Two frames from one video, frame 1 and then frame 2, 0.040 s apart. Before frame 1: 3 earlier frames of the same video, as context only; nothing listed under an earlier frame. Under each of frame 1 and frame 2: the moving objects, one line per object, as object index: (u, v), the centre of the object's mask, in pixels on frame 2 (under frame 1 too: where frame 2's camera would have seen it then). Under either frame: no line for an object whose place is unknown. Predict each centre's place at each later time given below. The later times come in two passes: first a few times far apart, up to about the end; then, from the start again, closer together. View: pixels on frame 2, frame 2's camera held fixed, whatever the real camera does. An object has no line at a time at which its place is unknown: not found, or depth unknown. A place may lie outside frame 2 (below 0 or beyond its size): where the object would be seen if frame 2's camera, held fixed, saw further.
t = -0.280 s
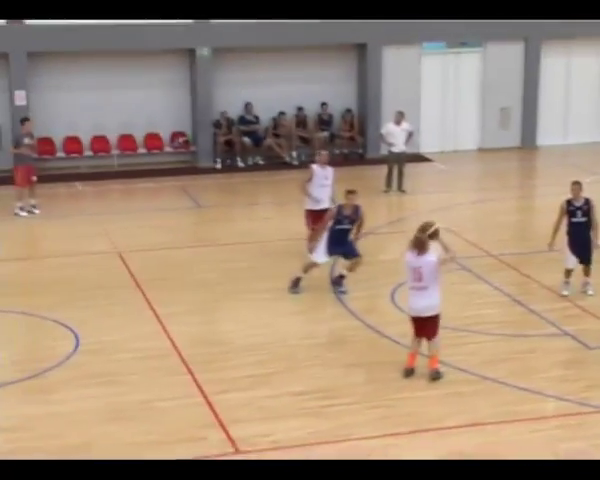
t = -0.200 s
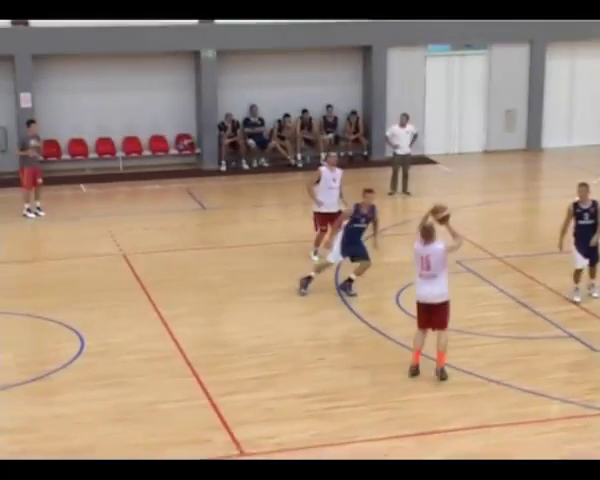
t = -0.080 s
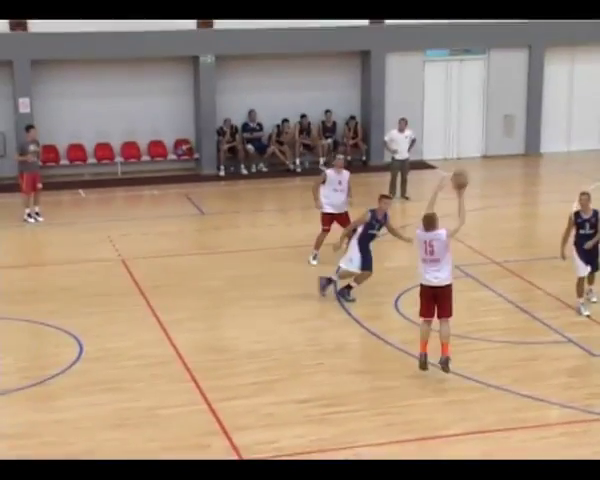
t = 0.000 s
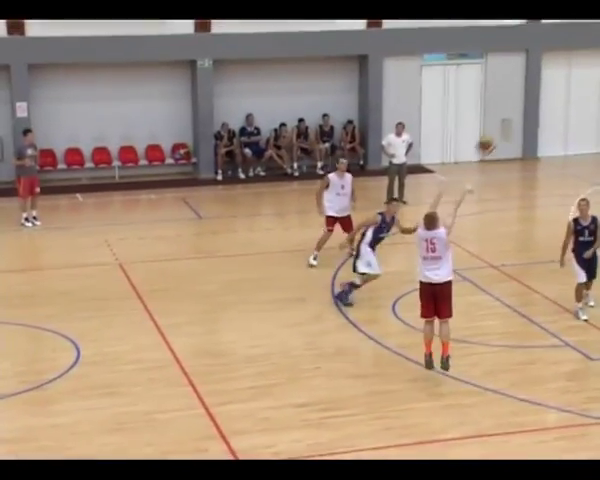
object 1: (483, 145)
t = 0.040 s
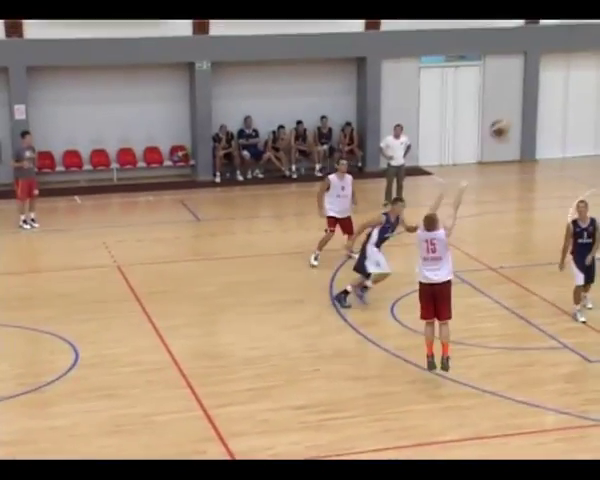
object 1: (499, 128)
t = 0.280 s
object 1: (575, 54)
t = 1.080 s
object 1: (777, 78)
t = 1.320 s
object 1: (771, 53)
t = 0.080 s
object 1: (512, 113)
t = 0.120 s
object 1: (526, 98)
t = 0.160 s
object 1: (539, 84)
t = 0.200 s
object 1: (552, 73)
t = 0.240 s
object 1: (563, 64)
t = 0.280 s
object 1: (575, 54)
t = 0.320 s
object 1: (588, 46)
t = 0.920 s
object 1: (743, 67)
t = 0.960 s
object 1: (751, 76)
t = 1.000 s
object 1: (758, 89)
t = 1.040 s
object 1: (768, 84)
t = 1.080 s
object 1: (777, 78)
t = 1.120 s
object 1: (786, 70)
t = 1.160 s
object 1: (791, 65)
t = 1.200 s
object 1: (786, 60)
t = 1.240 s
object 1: (782, 55)
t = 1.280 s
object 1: (778, 55)
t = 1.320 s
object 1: (771, 53)
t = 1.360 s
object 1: (767, 54)
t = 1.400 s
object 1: (765, 51)
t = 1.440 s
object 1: (758, 55)
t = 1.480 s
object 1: (753, 59)
